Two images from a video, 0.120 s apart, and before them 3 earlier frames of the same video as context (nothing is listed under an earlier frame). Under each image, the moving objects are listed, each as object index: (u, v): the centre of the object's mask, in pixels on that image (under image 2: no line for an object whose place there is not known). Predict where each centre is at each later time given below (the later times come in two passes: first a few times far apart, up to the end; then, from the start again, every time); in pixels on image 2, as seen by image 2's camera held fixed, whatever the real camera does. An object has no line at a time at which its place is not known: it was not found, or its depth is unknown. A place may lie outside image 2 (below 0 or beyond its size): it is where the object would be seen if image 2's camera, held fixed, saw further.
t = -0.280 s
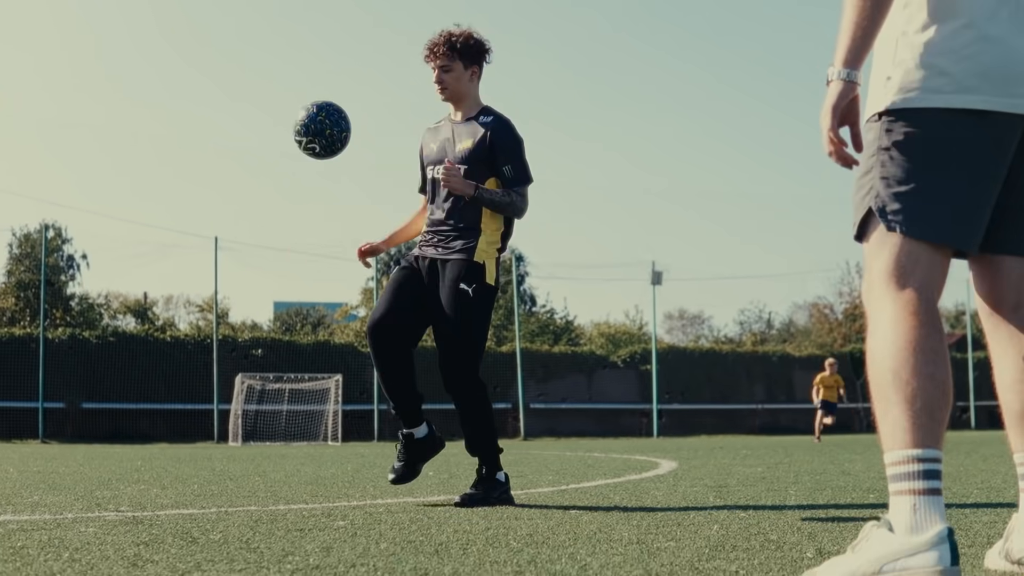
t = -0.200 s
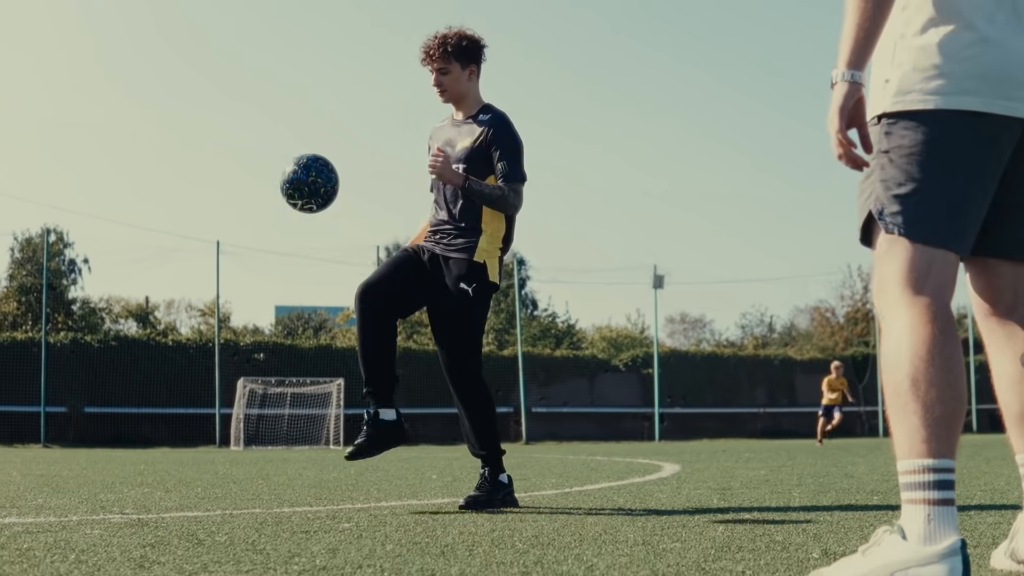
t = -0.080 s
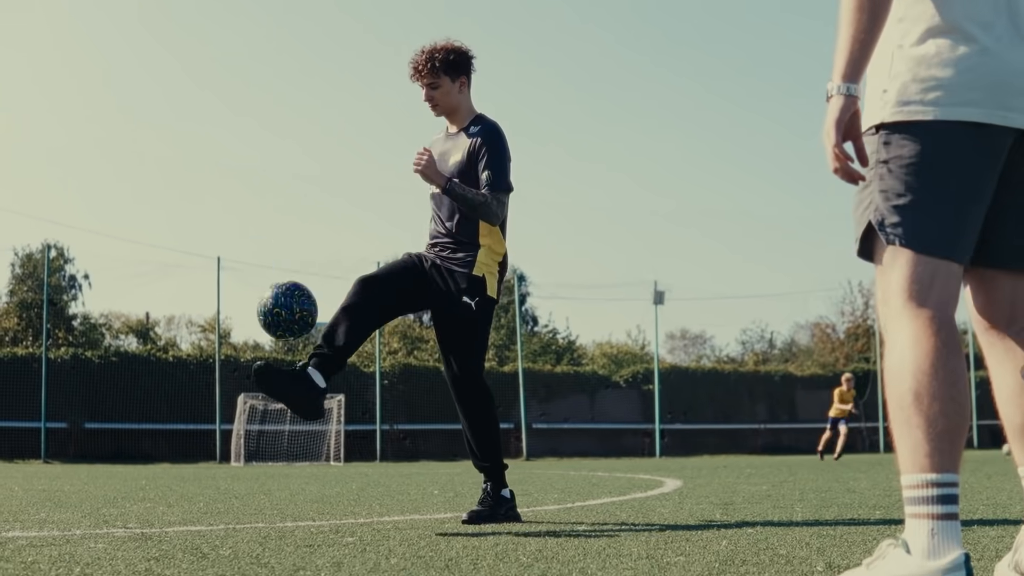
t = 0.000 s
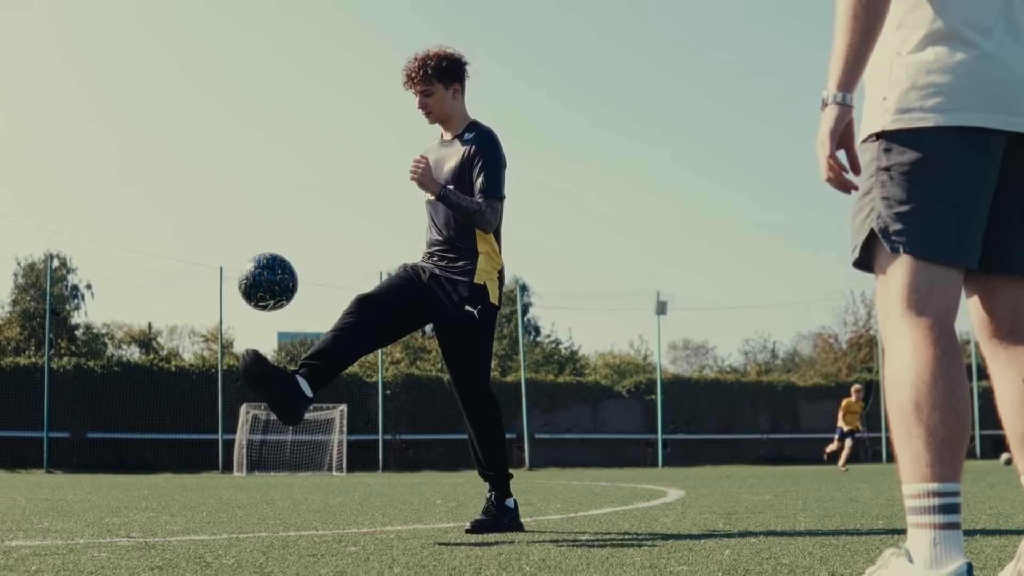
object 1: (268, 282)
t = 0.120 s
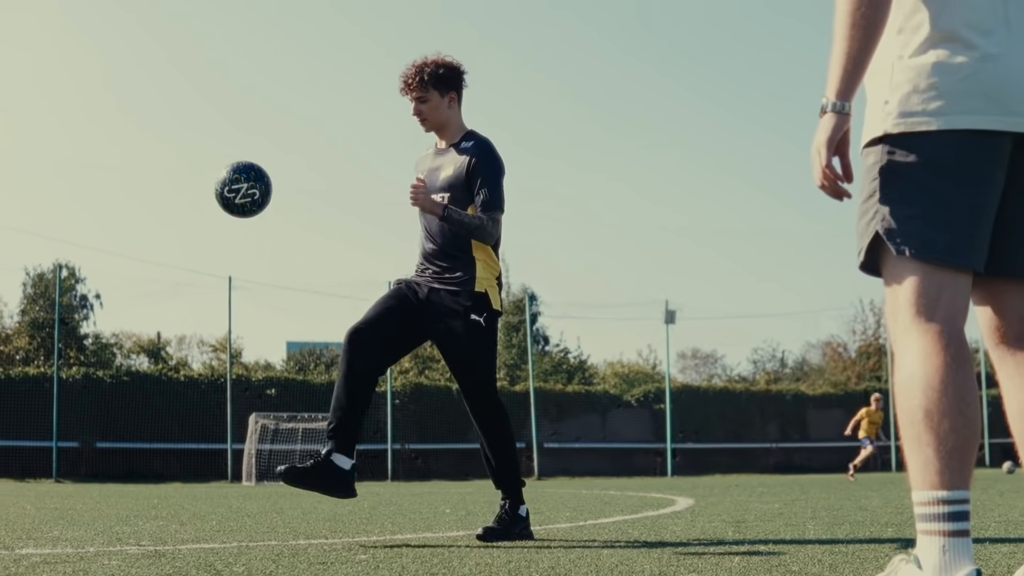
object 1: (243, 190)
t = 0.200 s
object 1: (222, 145)
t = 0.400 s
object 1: (170, 108)
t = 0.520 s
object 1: (140, 132)
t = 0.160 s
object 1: (233, 165)
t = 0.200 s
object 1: (222, 145)
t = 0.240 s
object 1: (212, 130)
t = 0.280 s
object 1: (201, 118)
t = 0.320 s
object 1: (191, 112)
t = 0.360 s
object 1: (181, 108)
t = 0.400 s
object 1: (170, 108)
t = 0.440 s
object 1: (160, 113)
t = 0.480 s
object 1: (150, 121)
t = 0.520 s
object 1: (140, 132)
